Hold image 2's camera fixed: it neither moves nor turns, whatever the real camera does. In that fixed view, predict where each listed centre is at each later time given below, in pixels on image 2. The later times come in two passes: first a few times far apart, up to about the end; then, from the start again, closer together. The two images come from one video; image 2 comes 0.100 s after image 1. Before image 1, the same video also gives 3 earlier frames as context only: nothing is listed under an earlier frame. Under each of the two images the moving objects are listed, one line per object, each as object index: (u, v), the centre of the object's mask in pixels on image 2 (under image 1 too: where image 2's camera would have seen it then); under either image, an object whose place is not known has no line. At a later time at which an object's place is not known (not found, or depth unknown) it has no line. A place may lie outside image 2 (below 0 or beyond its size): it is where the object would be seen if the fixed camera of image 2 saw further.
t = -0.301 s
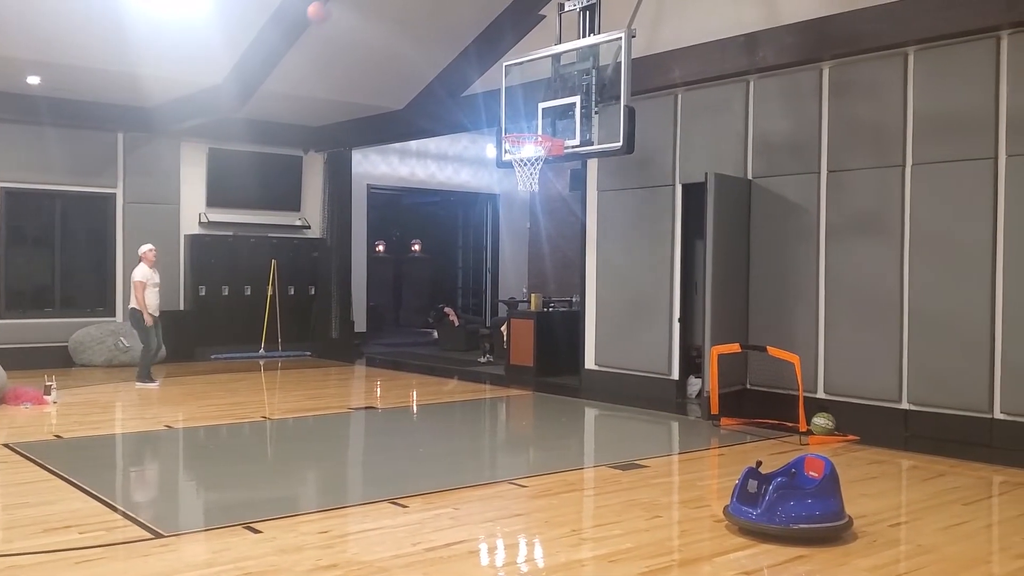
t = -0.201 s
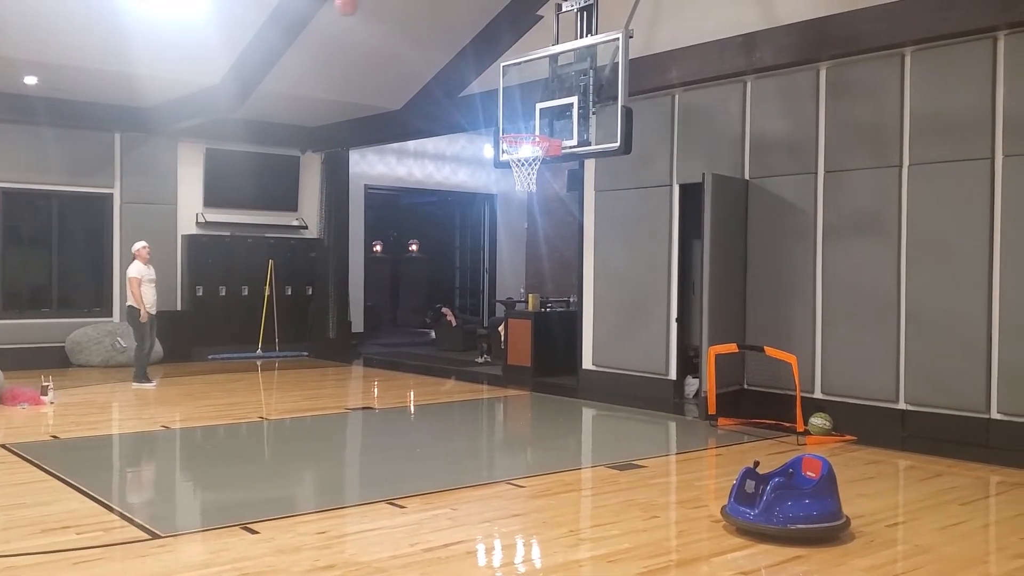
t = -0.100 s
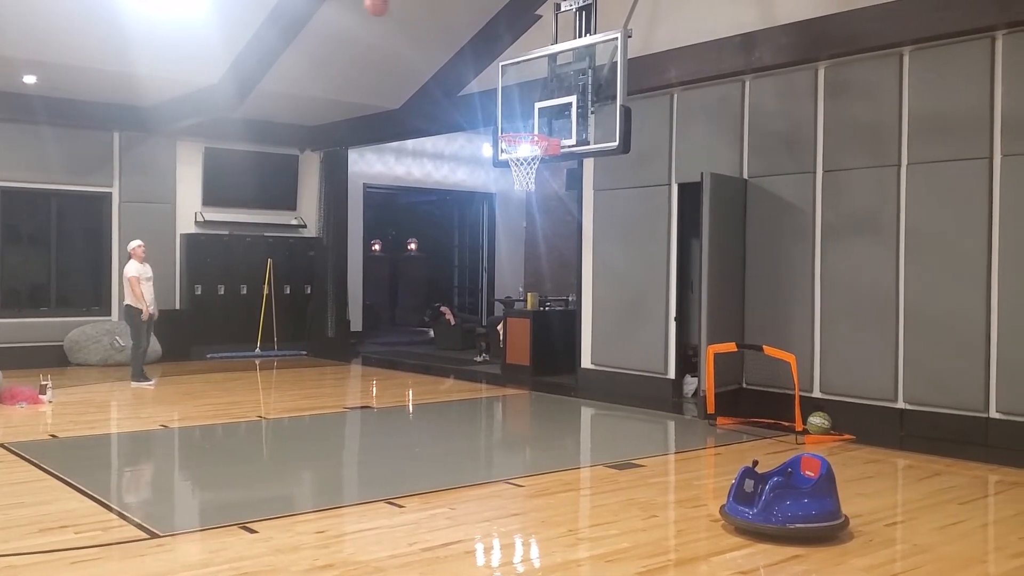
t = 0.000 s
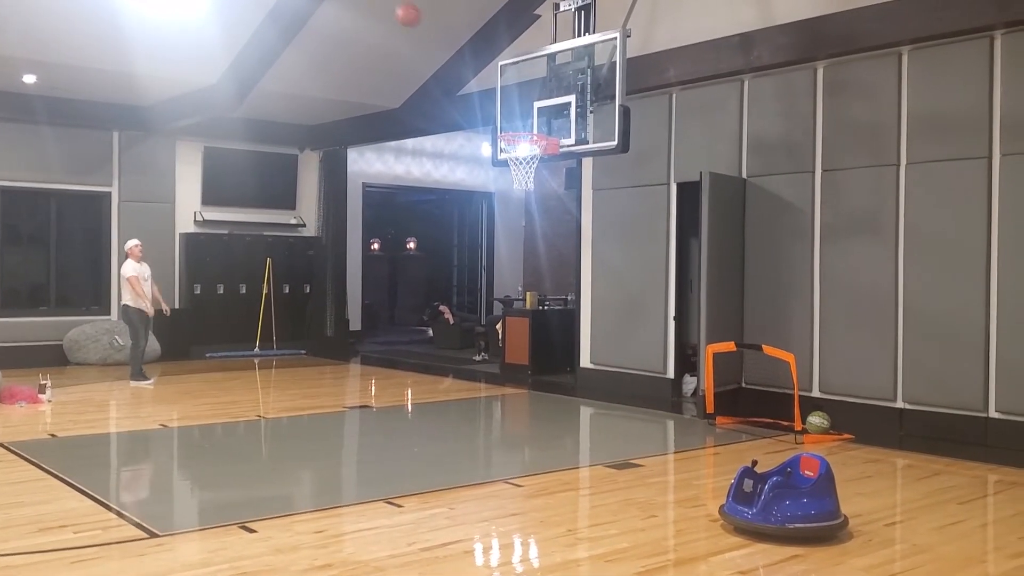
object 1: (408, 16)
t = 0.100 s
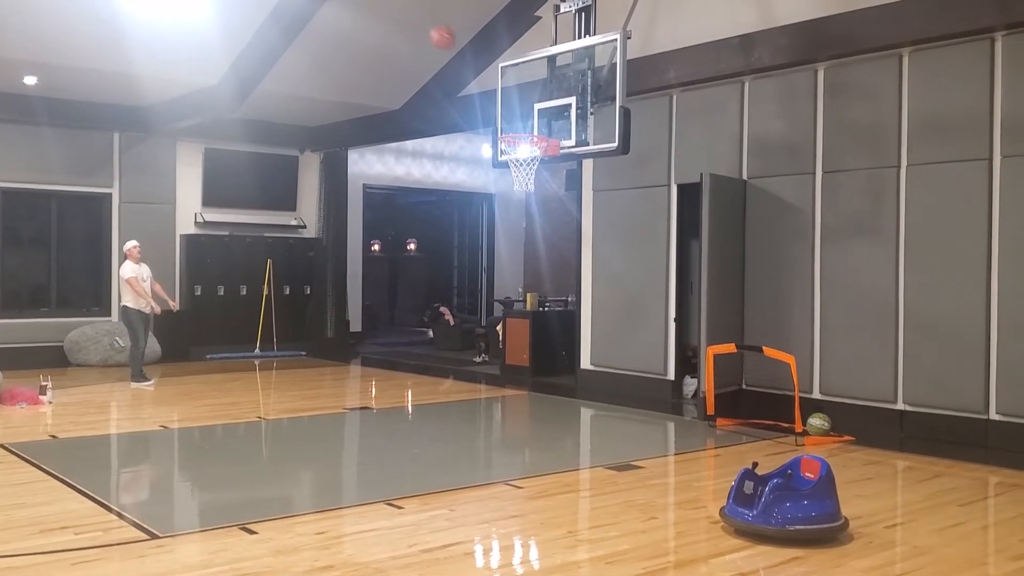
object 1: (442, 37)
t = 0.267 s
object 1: (500, 95)
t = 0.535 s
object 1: (508, 160)
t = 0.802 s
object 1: (510, 189)
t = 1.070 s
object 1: (519, 289)
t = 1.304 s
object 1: (526, 405)
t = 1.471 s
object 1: (533, 340)
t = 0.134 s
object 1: (454, 46)
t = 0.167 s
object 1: (465, 56)
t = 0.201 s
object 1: (477, 67)
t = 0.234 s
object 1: (488, 80)
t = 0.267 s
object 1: (500, 95)
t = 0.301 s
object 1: (513, 109)
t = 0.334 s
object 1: (525, 125)
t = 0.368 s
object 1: (529, 139)
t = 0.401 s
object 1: (523, 148)
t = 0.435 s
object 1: (517, 152)
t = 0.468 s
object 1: (515, 160)
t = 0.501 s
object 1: (507, 158)
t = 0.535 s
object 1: (508, 160)
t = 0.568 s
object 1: (507, 161)
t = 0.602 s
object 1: (507, 162)
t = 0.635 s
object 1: (507, 164)
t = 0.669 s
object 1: (507, 168)
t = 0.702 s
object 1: (508, 172)
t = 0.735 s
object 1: (508, 177)
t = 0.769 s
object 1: (509, 183)
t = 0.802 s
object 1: (510, 189)
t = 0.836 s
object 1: (511, 196)
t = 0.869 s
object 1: (513, 206)
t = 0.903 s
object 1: (514, 217)
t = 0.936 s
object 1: (514, 229)
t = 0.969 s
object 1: (517, 243)
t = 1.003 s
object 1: (518, 257)
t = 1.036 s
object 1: (519, 273)
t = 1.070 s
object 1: (519, 289)
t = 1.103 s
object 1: (520, 307)
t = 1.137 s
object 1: (521, 325)
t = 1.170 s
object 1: (522, 347)
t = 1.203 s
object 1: (523, 370)
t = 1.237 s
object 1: (524, 390)
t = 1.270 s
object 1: (525, 416)
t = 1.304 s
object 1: (526, 405)
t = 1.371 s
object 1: (529, 376)
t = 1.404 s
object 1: (530, 363)
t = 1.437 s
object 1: (532, 351)
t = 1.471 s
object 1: (533, 340)
